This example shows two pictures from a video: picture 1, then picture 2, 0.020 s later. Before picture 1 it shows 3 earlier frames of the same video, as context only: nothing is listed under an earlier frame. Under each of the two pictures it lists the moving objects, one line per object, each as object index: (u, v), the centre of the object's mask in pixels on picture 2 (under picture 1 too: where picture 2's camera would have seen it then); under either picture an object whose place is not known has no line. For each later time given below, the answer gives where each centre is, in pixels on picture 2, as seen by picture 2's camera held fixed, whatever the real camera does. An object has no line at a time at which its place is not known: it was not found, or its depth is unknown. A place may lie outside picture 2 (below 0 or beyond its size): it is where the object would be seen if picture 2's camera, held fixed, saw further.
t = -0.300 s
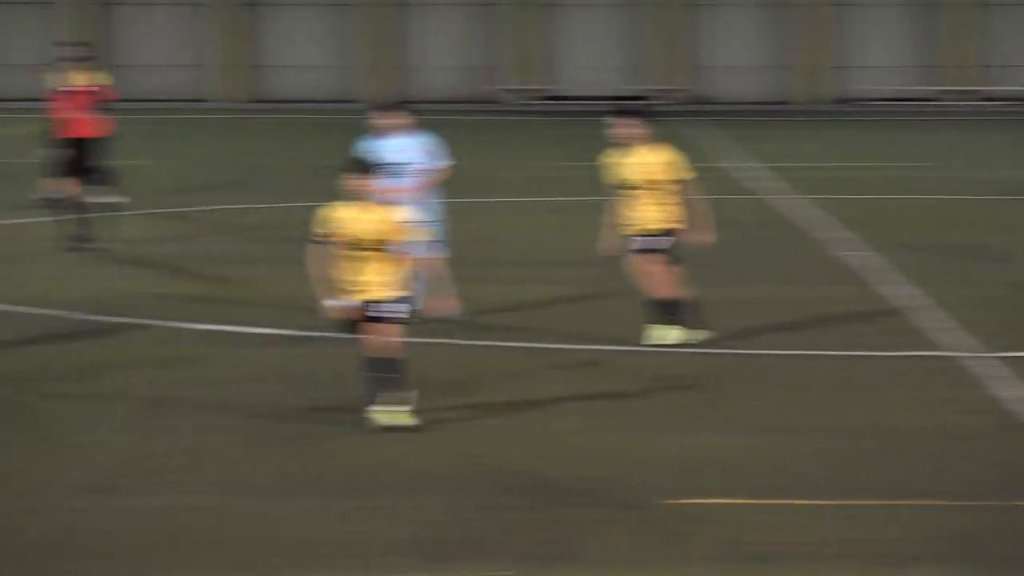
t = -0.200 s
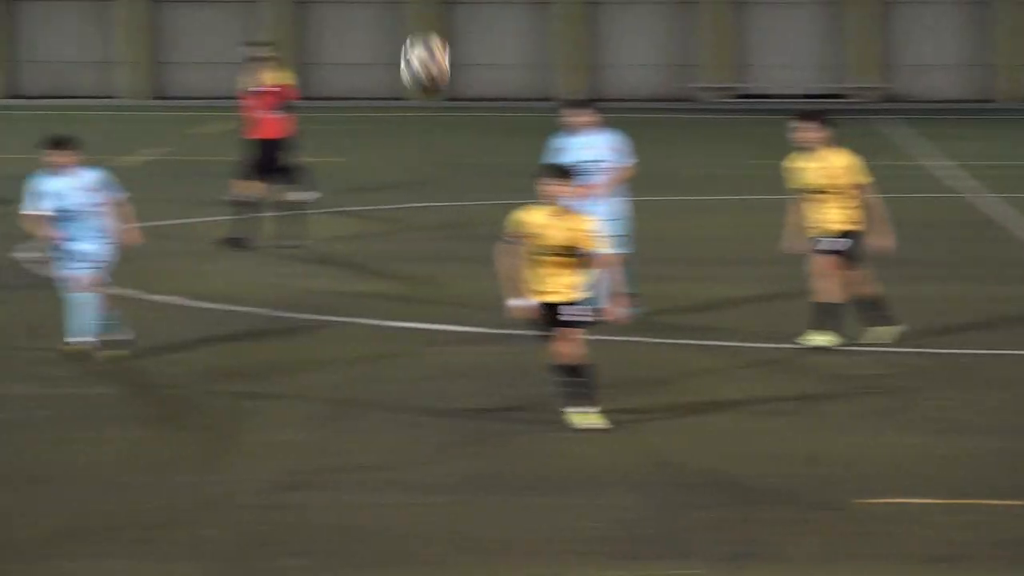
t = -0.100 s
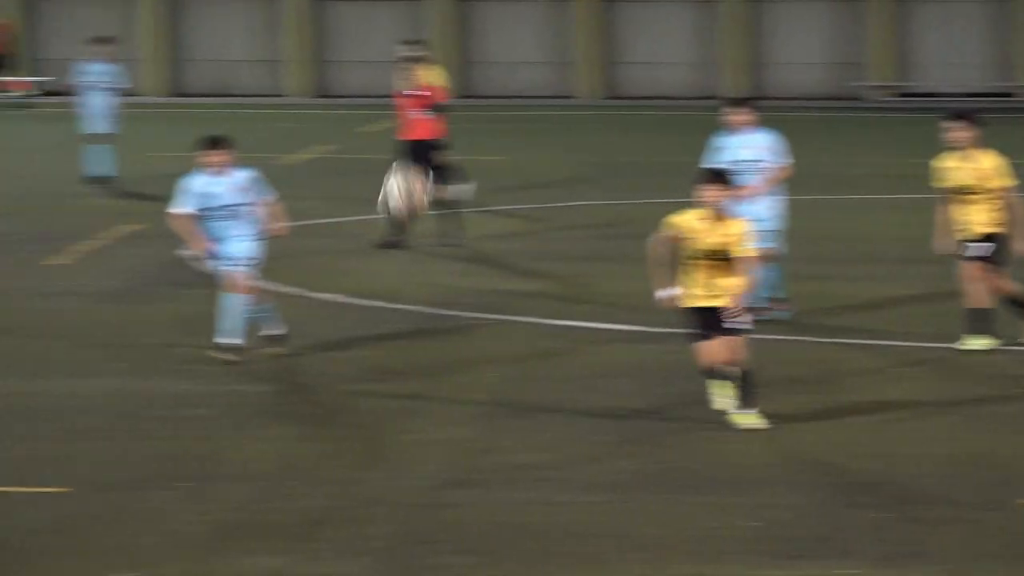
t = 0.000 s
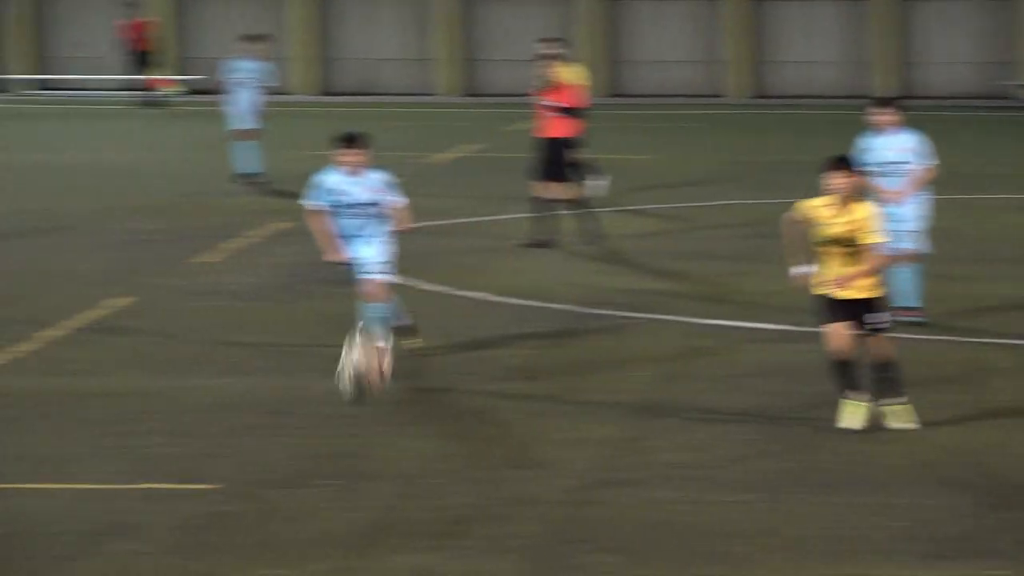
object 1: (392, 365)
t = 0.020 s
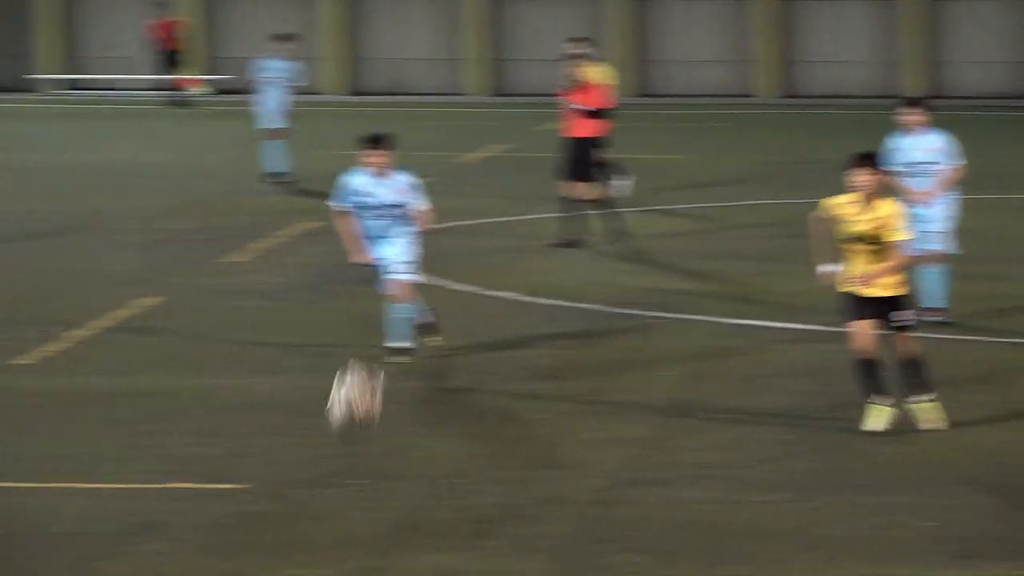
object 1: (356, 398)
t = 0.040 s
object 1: (316, 442)
